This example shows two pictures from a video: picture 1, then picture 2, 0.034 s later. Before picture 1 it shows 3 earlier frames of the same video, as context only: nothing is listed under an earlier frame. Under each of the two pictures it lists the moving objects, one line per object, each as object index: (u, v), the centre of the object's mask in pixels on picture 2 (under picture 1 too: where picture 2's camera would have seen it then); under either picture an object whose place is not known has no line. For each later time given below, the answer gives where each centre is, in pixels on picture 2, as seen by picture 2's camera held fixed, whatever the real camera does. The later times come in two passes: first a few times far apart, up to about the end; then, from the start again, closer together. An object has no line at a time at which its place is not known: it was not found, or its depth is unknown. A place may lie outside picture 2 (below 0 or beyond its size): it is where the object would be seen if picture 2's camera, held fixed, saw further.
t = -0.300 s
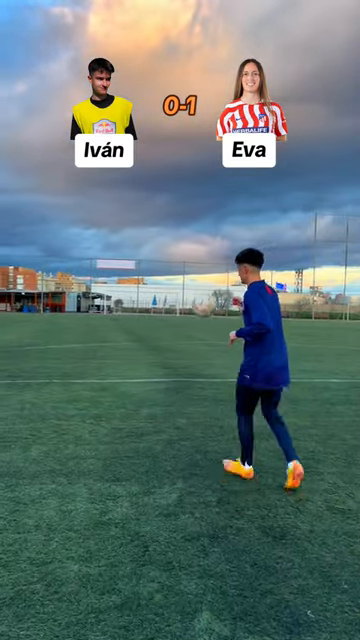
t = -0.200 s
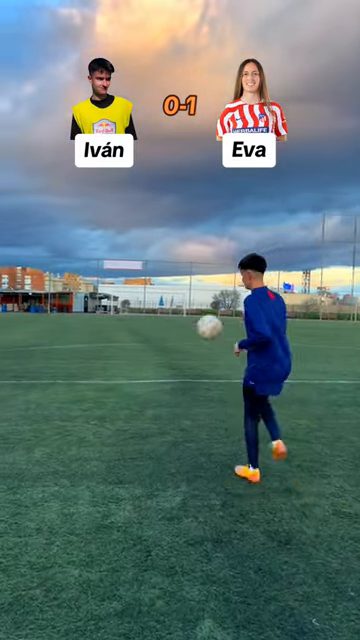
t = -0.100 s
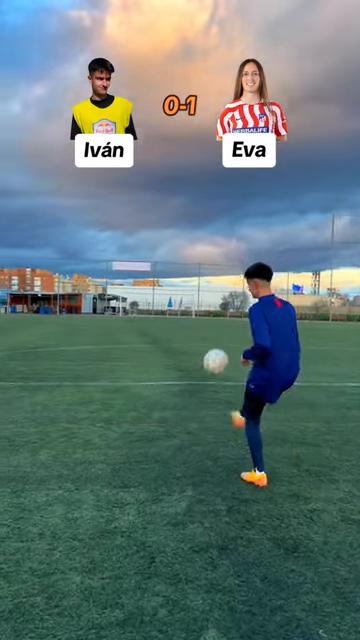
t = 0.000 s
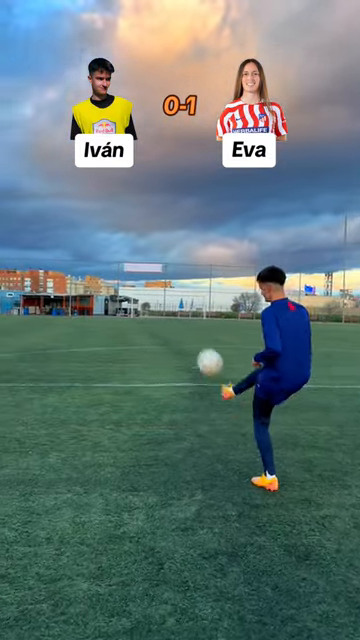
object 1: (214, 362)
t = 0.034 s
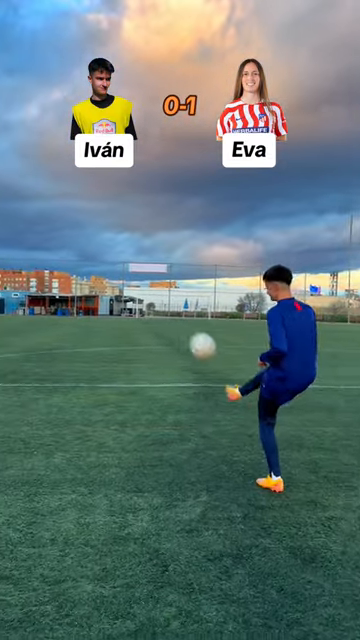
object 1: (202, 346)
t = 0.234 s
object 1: (129, 271)
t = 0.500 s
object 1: (29, 238)
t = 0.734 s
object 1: (-65, 283)
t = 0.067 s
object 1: (190, 331)
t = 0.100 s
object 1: (178, 317)
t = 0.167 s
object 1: (153, 292)
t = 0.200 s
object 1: (141, 282)
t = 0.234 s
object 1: (129, 271)
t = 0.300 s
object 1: (104, 257)
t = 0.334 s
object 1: (93, 249)
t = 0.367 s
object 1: (81, 244)
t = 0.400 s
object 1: (68, 240)
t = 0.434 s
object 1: (55, 238)
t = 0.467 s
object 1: (43, 237)
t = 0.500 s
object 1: (29, 238)
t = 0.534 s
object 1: (17, 240)
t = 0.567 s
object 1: (4, 243)
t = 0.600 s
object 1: (-9, 249)
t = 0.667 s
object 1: (-36, 262)
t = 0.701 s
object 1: (-51, 272)
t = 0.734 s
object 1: (-65, 283)
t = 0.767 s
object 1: (-83, 295)
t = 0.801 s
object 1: (-97, 309)
